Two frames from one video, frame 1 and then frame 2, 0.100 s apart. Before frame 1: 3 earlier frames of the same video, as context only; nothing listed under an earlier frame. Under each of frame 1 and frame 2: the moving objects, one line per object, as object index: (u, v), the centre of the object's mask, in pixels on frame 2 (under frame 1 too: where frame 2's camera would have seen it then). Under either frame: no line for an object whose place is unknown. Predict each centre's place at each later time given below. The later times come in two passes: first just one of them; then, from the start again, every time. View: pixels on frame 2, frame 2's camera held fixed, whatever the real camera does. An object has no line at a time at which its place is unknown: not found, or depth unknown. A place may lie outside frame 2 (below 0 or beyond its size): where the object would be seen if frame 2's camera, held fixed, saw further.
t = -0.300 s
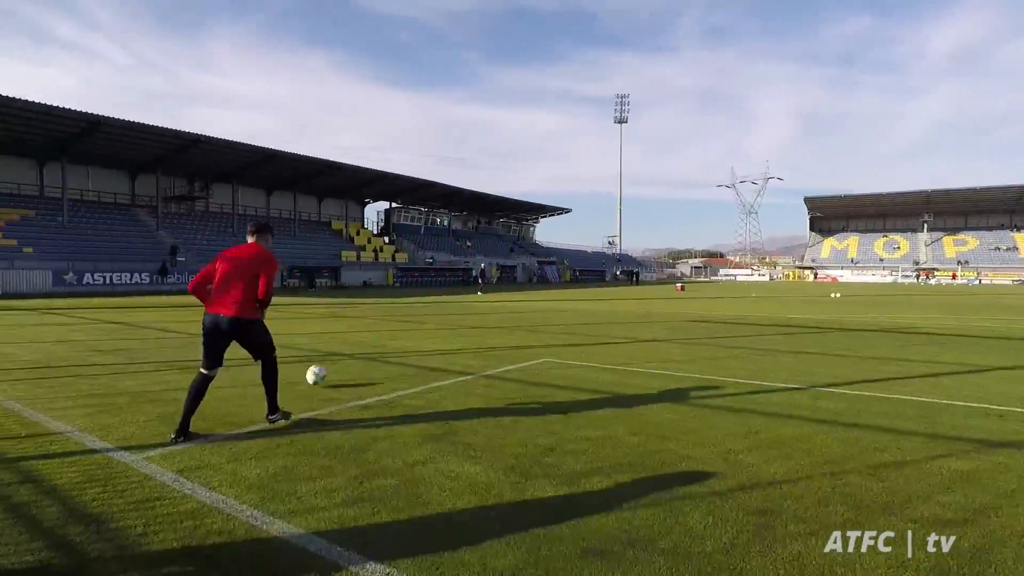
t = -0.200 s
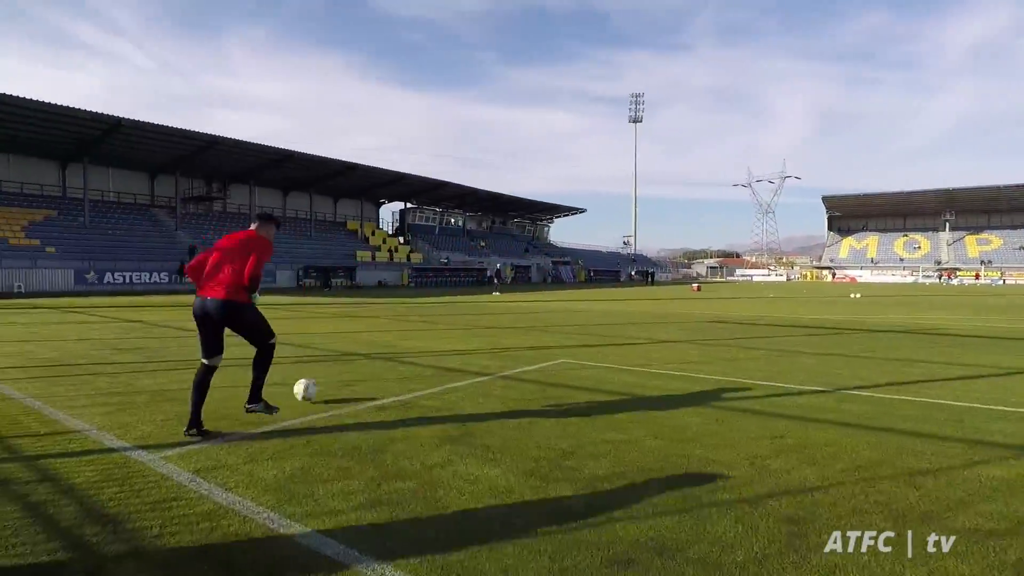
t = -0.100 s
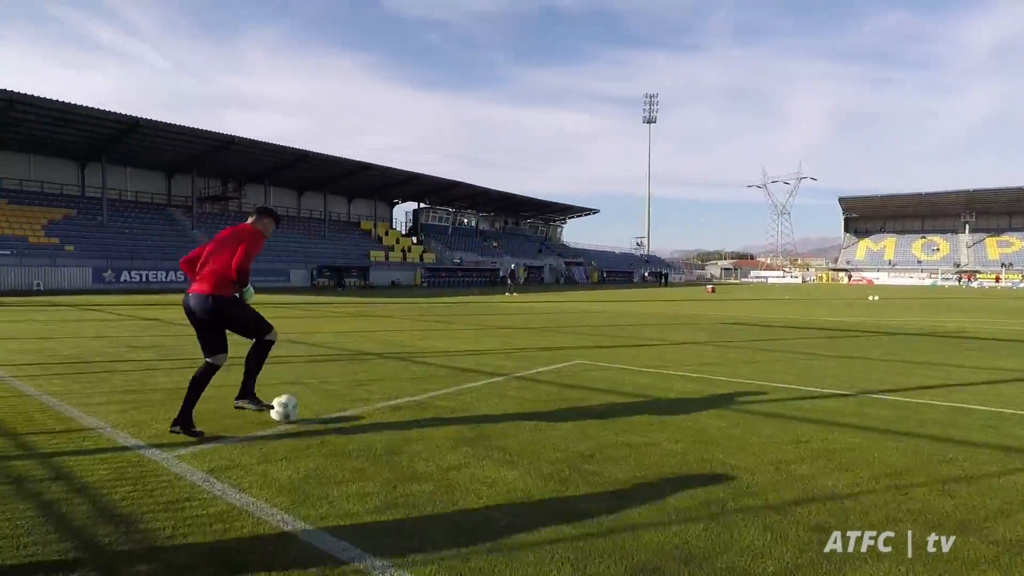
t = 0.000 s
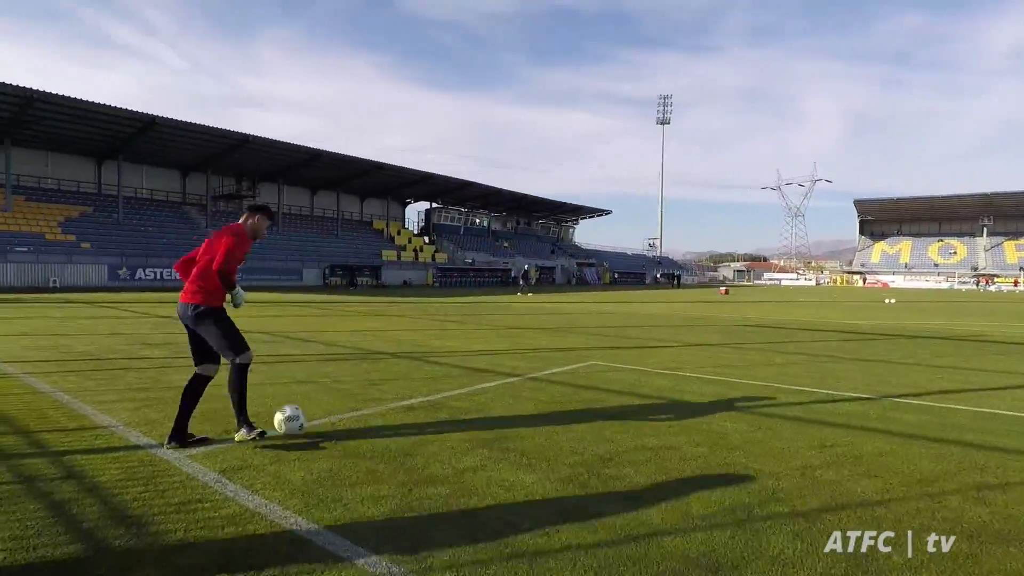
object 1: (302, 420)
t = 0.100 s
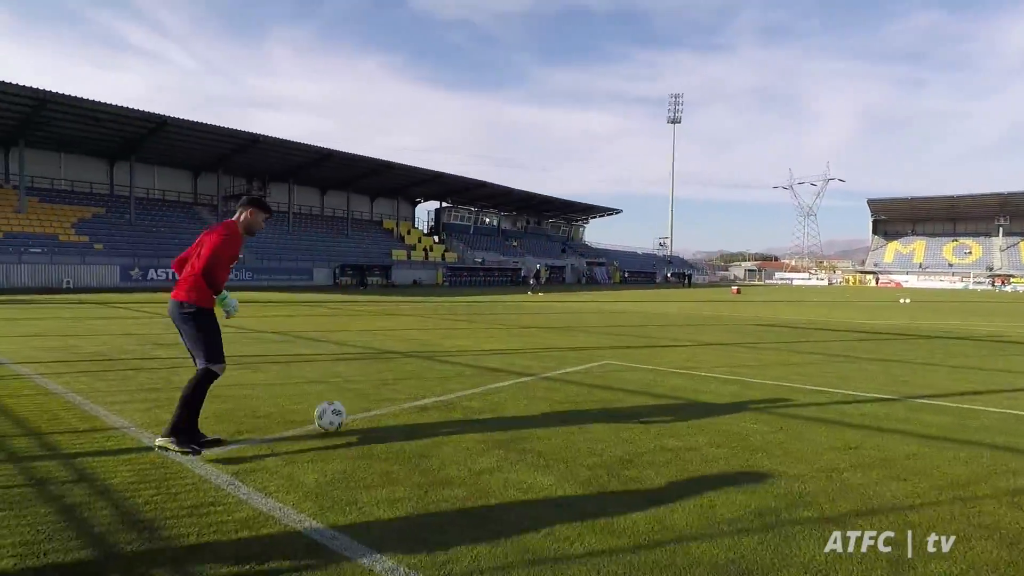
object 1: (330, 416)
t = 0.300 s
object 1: (382, 430)
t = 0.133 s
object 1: (340, 418)
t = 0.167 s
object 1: (350, 421)
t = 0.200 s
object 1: (359, 426)
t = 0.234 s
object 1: (369, 432)
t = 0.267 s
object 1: (375, 431)
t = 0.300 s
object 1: (382, 430)
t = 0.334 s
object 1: (389, 430)
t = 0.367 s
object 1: (395, 433)
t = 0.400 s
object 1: (402, 437)
